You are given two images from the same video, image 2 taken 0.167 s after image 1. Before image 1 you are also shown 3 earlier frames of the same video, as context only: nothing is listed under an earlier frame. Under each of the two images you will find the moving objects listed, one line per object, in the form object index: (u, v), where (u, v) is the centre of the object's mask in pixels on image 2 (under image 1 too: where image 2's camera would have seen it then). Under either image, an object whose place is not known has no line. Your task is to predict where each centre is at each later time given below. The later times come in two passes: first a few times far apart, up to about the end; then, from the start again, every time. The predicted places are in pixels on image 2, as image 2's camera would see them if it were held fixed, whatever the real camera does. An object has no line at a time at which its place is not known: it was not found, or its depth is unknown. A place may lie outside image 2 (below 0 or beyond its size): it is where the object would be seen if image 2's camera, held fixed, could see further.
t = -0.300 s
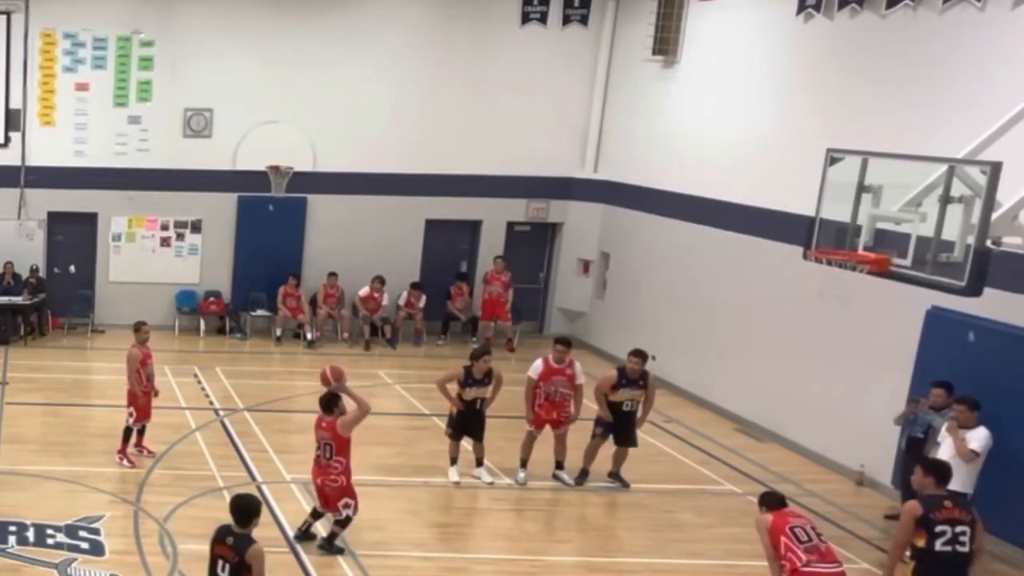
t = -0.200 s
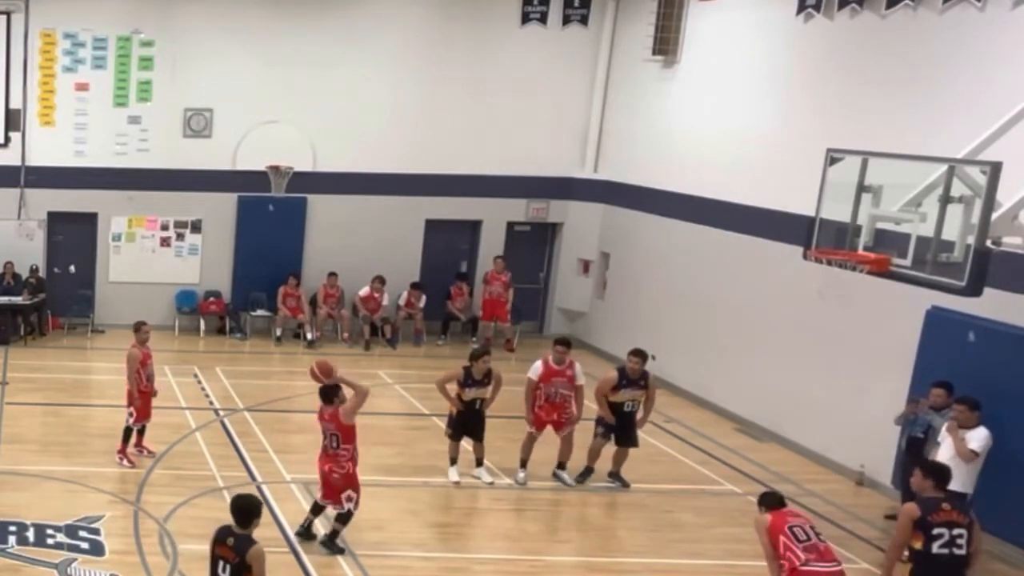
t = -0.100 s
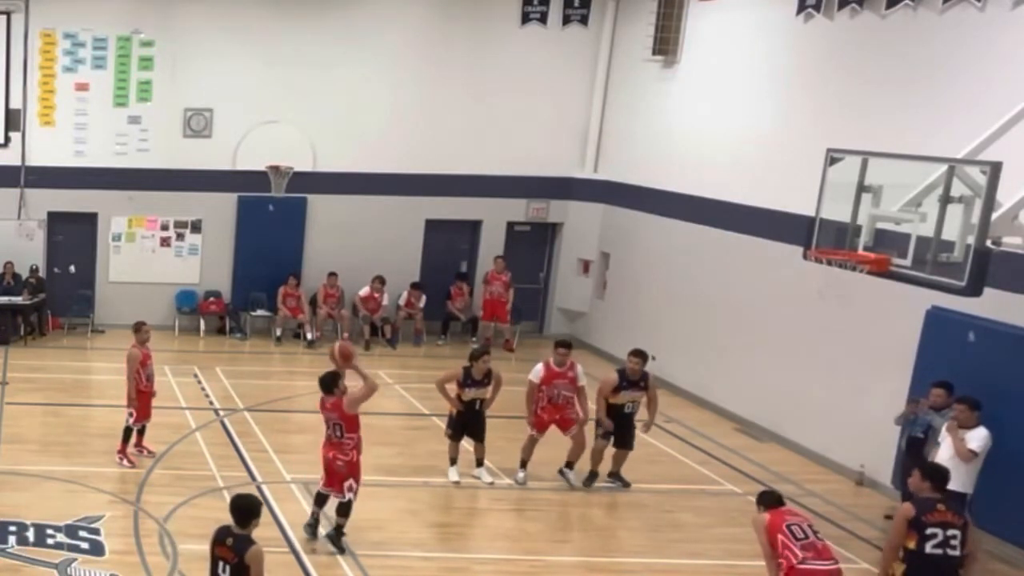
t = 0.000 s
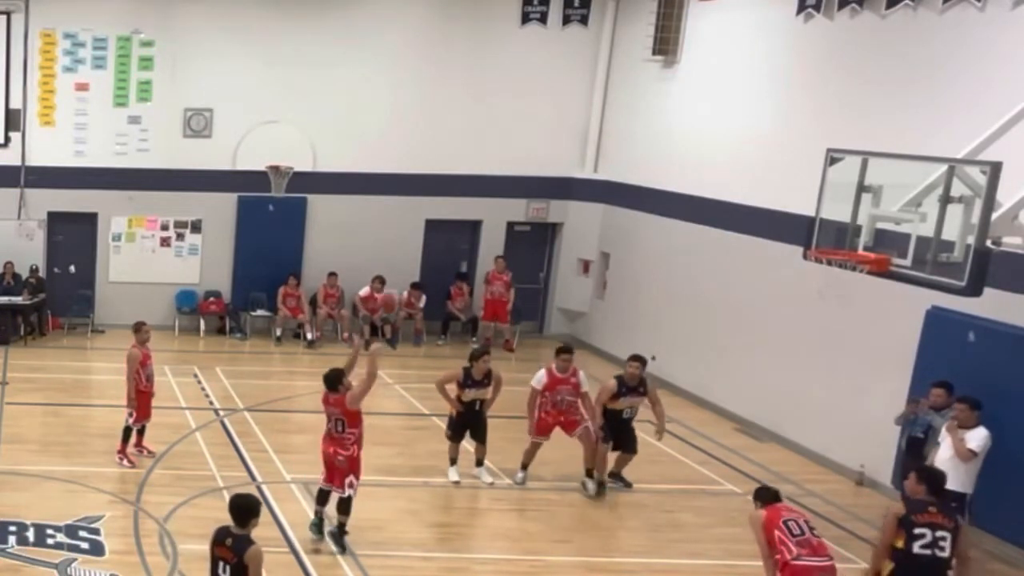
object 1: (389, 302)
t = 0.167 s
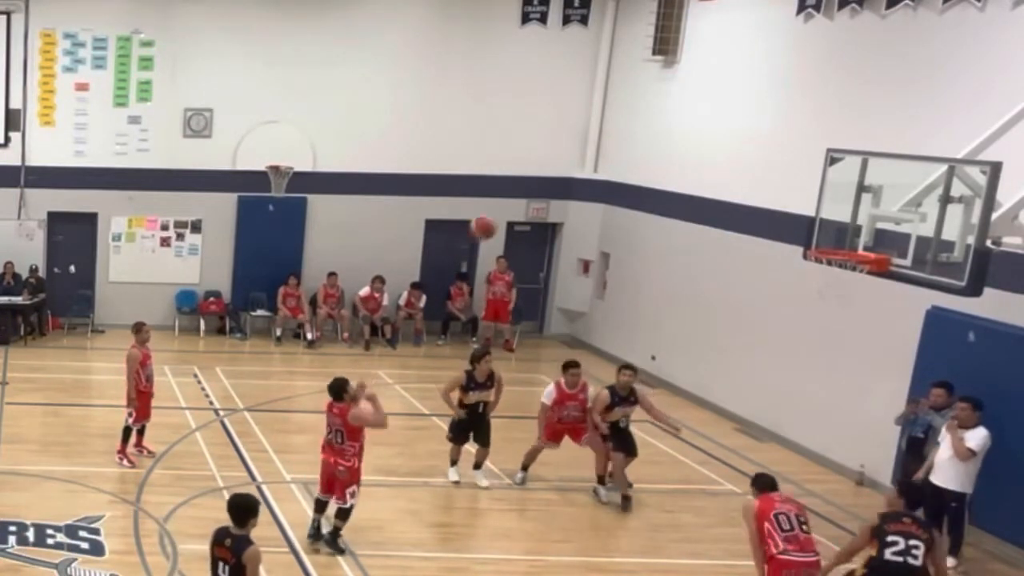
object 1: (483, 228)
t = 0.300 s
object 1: (555, 187)
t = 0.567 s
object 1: (692, 163)
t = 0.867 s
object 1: (828, 226)
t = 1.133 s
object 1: (811, 286)
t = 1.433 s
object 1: (782, 394)
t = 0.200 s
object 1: (501, 217)
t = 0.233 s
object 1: (519, 204)
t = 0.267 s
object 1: (537, 195)
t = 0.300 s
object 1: (555, 187)
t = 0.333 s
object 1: (572, 180)
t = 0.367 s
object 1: (590, 174)
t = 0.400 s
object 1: (608, 168)
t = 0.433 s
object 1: (625, 166)
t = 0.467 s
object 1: (642, 163)
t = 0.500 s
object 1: (658, 162)
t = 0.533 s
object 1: (675, 162)
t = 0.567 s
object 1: (692, 163)
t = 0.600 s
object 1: (708, 166)
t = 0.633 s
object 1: (724, 169)
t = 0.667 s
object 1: (740, 174)
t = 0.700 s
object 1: (755, 180)
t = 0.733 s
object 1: (770, 187)
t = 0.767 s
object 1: (785, 196)
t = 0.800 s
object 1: (801, 204)
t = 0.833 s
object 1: (815, 215)
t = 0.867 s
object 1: (828, 226)
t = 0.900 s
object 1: (842, 240)
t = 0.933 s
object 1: (856, 250)
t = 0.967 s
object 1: (842, 257)
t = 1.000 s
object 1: (822, 263)
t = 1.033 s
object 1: (819, 266)
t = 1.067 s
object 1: (816, 273)
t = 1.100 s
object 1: (814, 279)
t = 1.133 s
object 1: (811, 286)
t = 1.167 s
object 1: (808, 293)
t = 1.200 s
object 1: (806, 302)
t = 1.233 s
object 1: (803, 312)
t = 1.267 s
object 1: (800, 323)
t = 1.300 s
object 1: (796, 335)
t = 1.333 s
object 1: (793, 348)
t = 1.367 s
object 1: (789, 362)
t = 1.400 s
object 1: (785, 378)
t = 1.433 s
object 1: (782, 394)
